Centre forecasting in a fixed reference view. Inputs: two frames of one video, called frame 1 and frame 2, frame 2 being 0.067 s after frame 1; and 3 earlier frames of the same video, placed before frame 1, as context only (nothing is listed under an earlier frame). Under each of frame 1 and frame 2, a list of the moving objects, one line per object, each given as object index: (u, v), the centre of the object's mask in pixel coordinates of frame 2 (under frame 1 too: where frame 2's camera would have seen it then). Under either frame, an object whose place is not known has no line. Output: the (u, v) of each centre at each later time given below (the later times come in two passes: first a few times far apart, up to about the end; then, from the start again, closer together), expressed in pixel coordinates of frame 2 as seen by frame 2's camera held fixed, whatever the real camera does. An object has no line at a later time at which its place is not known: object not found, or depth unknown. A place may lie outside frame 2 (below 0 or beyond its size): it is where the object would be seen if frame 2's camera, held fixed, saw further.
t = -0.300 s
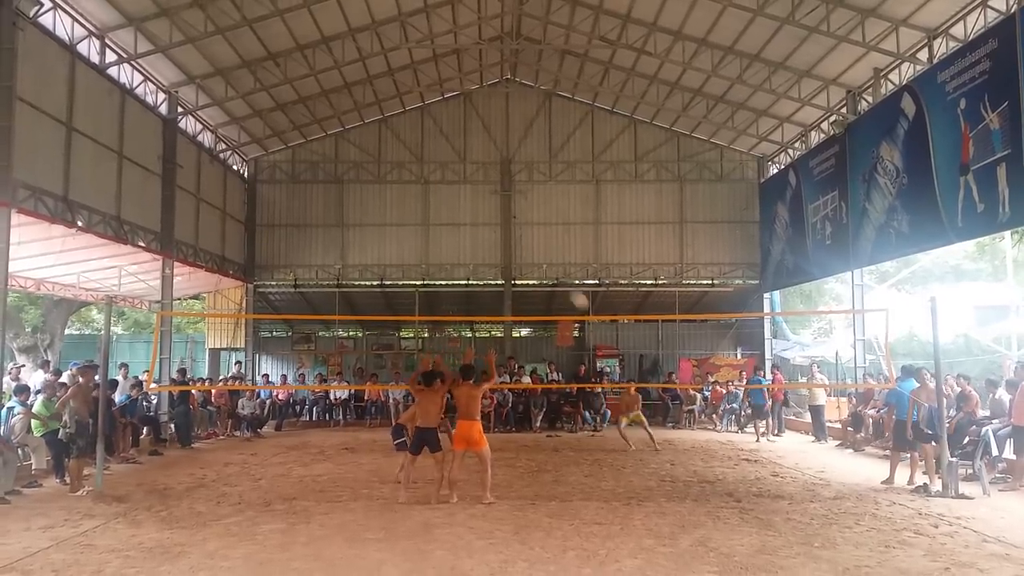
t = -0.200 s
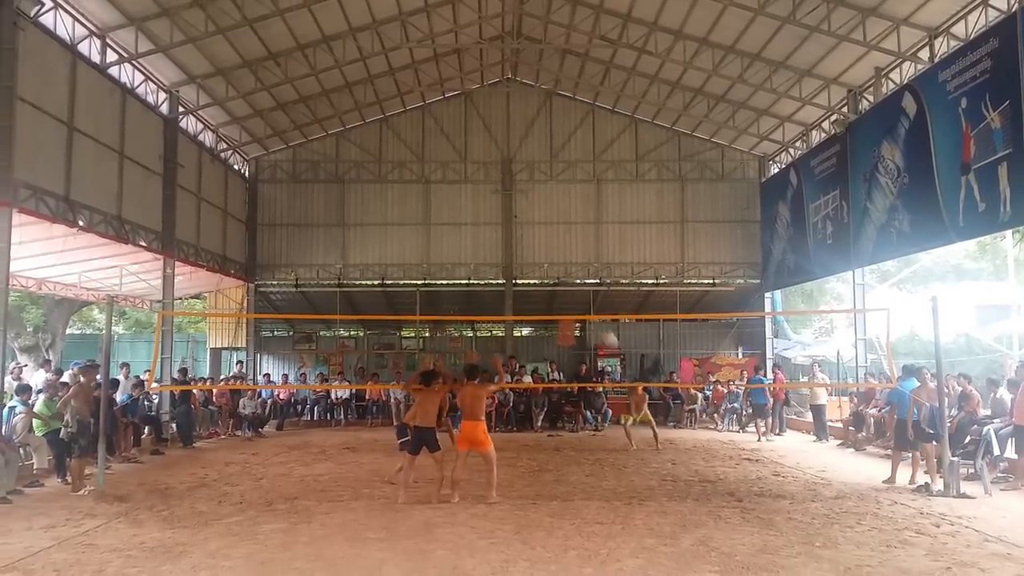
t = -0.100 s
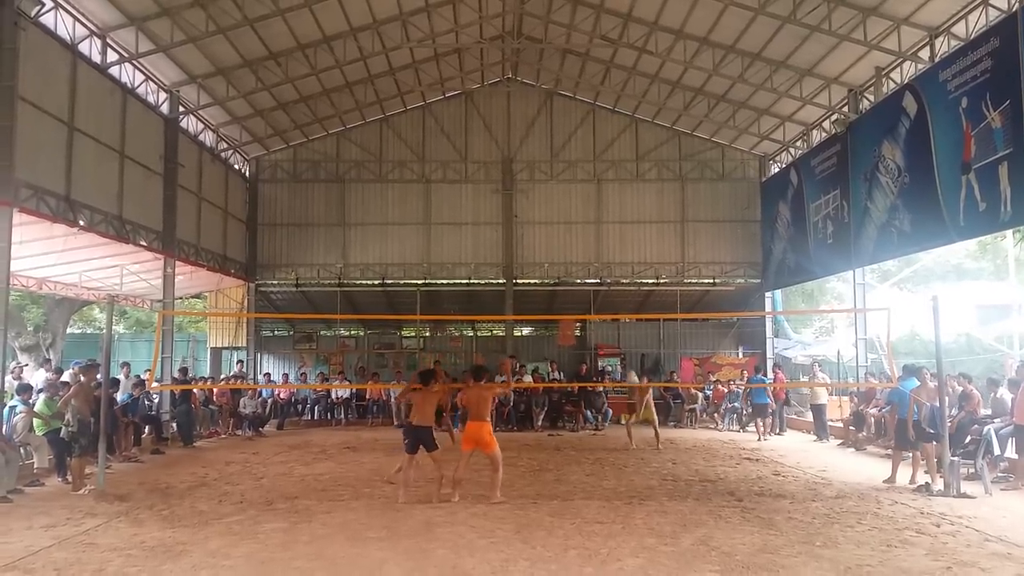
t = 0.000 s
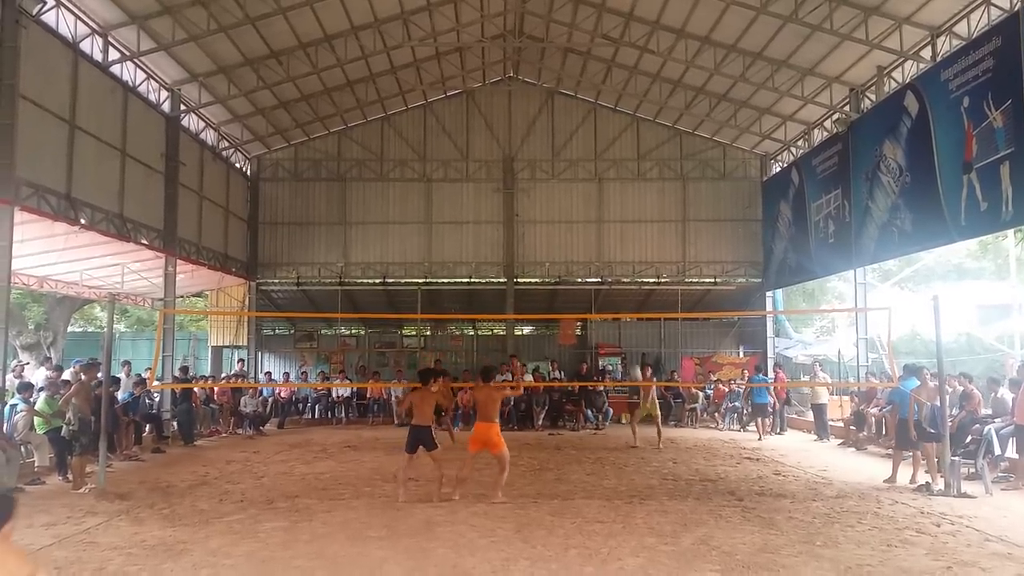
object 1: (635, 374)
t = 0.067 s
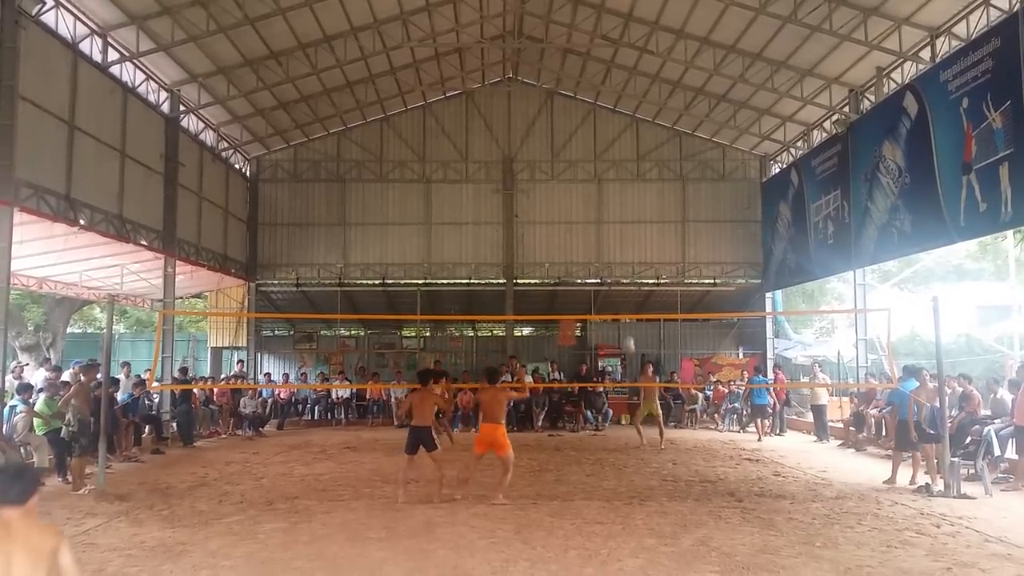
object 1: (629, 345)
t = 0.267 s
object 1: (608, 264)
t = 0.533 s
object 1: (581, 186)
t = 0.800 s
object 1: (554, 141)
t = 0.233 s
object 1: (609, 274)
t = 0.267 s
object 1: (608, 264)
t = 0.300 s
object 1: (604, 253)
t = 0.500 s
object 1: (584, 195)
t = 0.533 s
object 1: (581, 186)
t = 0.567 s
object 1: (577, 178)
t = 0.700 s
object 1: (564, 154)
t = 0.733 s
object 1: (560, 148)
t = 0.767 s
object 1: (557, 145)
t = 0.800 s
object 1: (554, 141)
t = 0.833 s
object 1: (551, 137)
